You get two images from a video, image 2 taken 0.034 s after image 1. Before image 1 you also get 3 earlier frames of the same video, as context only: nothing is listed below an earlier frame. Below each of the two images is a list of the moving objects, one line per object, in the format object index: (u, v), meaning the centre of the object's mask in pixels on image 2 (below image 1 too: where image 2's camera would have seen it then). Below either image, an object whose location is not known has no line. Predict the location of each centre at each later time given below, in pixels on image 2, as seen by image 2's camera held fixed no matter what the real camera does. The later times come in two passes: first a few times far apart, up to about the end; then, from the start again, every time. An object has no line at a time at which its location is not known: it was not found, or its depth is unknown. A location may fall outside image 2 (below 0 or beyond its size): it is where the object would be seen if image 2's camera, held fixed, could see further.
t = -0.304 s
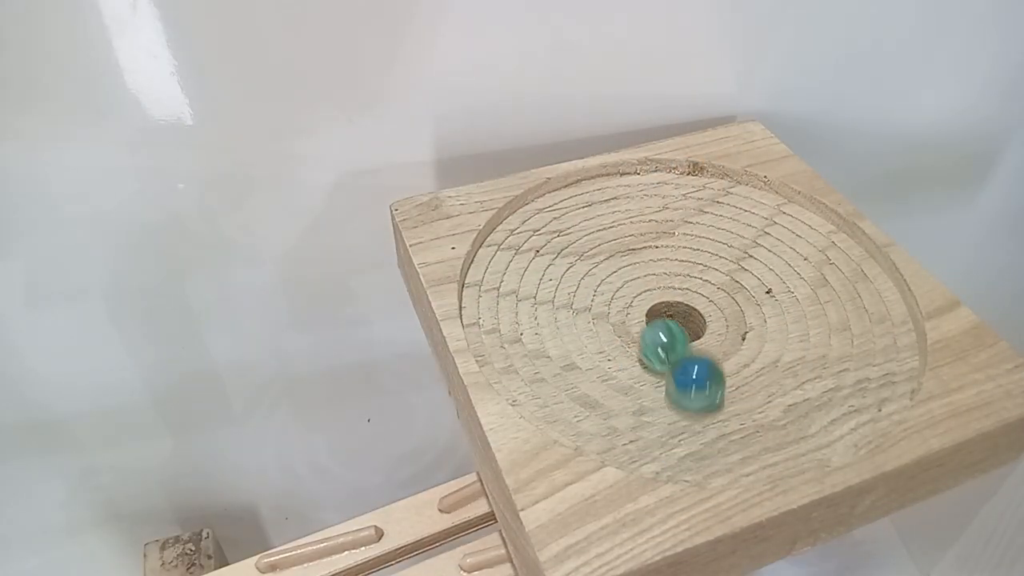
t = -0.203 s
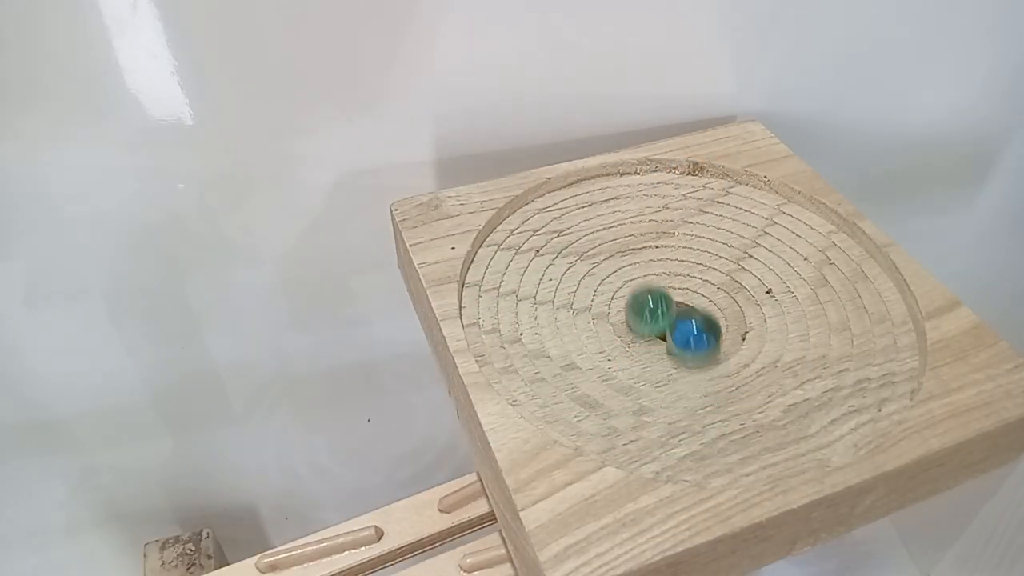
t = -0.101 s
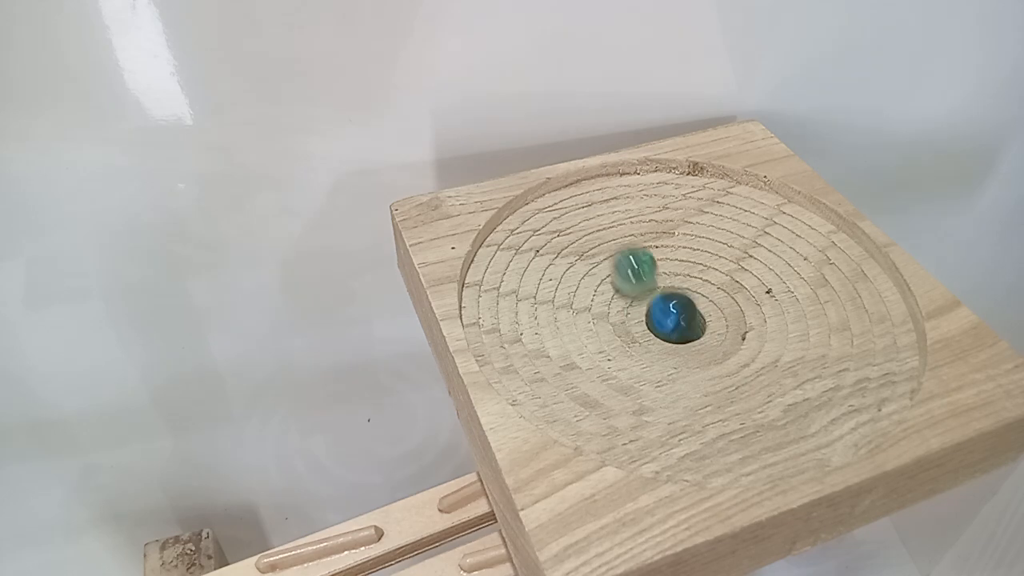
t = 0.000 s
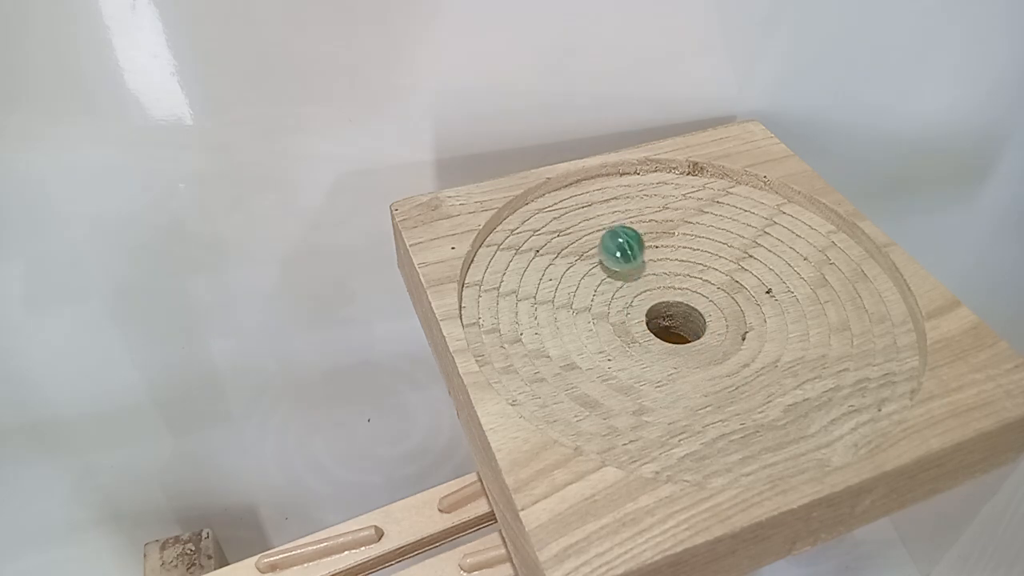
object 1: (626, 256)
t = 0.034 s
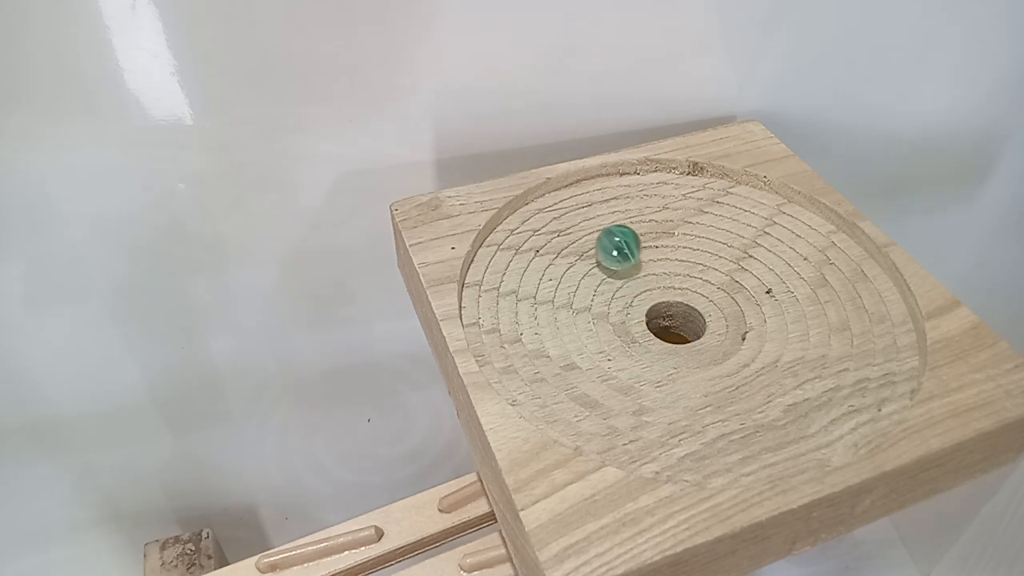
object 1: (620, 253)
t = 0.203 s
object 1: (619, 269)
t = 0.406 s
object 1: (688, 341)
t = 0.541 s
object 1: (732, 355)
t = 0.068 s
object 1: (617, 252)
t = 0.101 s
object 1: (616, 254)
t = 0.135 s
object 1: (616, 257)
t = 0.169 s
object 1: (617, 261)
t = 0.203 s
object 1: (619, 269)
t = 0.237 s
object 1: (625, 277)
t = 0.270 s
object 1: (633, 290)
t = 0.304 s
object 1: (644, 304)
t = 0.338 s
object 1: (658, 317)
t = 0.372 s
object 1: (672, 329)
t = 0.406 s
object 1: (688, 341)
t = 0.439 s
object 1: (702, 347)
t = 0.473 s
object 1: (715, 350)
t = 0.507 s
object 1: (724, 353)
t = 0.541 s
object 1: (732, 355)
